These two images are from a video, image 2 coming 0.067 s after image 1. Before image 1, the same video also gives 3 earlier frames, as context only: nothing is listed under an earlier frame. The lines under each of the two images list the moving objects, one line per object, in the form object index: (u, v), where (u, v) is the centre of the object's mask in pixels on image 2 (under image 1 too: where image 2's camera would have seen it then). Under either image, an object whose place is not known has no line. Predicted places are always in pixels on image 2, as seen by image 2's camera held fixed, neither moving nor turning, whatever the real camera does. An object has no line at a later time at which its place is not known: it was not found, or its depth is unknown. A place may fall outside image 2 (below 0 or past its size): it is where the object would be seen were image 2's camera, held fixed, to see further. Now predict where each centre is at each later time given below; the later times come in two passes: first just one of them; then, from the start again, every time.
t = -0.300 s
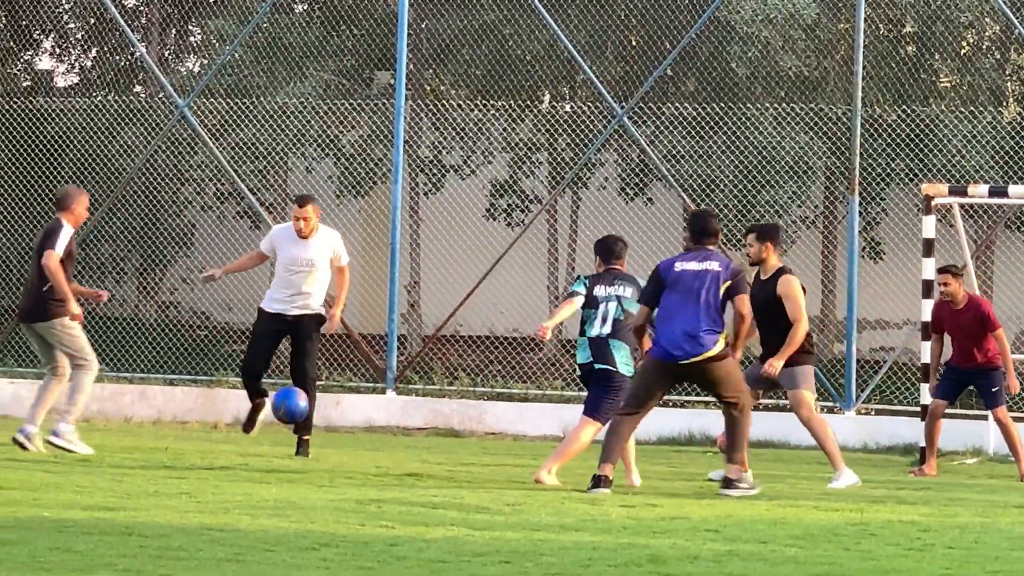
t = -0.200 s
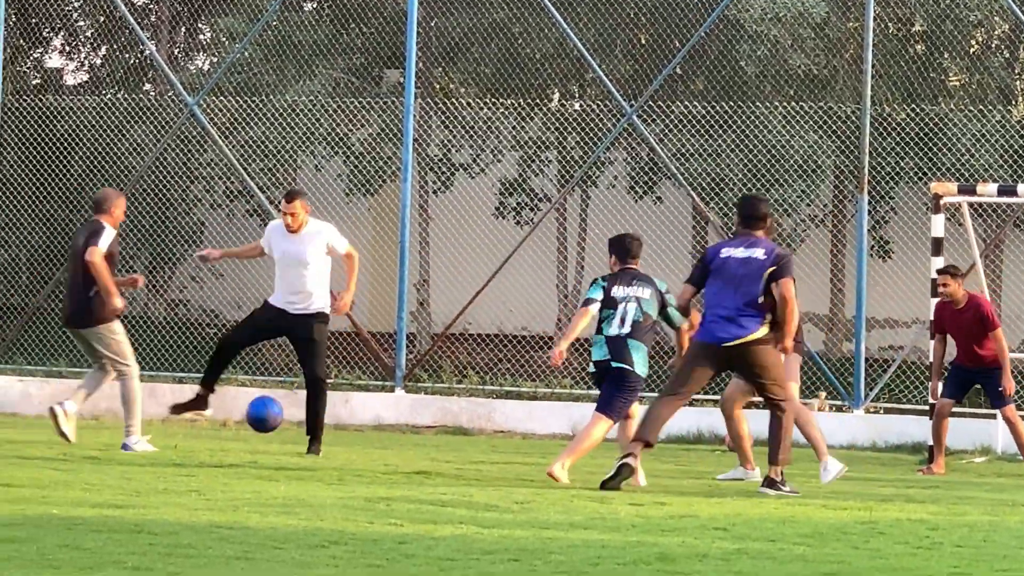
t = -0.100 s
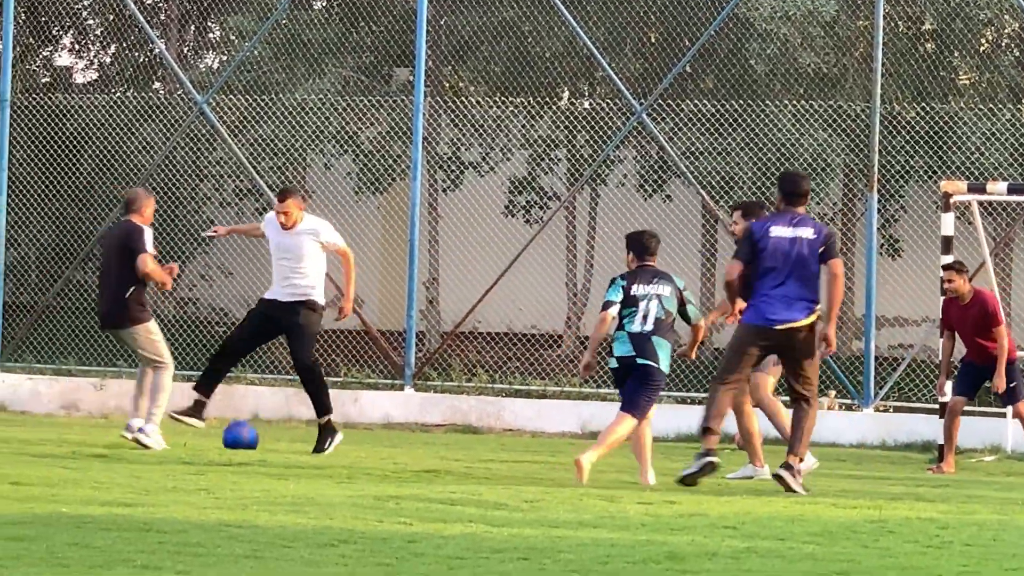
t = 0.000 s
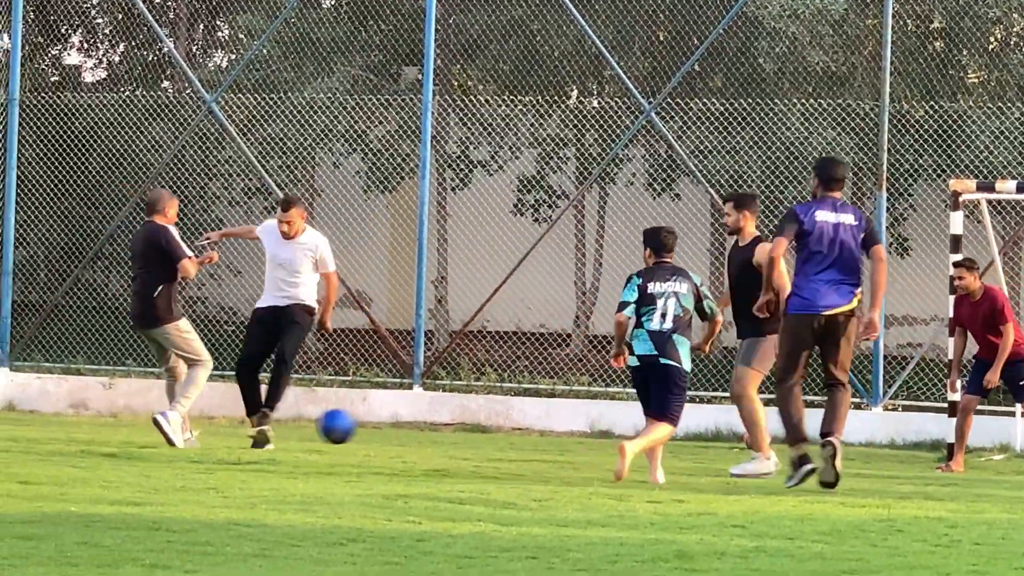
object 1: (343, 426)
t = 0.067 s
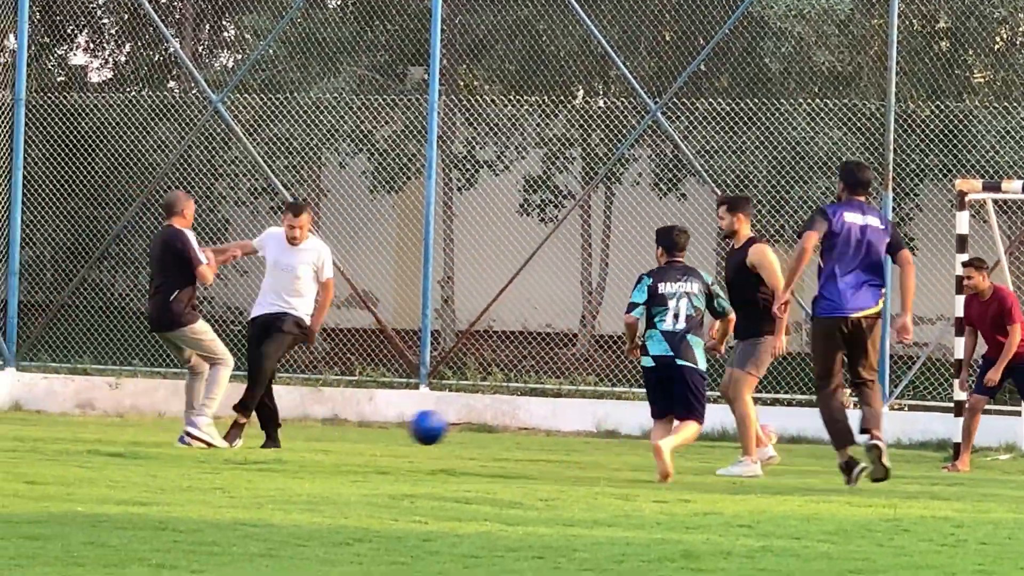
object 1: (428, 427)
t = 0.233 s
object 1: (626, 448)
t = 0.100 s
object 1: (470, 430)
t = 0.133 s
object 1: (511, 434)
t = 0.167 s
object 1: (553, 440)
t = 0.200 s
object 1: (592, 448)
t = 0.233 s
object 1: (626, 448)
